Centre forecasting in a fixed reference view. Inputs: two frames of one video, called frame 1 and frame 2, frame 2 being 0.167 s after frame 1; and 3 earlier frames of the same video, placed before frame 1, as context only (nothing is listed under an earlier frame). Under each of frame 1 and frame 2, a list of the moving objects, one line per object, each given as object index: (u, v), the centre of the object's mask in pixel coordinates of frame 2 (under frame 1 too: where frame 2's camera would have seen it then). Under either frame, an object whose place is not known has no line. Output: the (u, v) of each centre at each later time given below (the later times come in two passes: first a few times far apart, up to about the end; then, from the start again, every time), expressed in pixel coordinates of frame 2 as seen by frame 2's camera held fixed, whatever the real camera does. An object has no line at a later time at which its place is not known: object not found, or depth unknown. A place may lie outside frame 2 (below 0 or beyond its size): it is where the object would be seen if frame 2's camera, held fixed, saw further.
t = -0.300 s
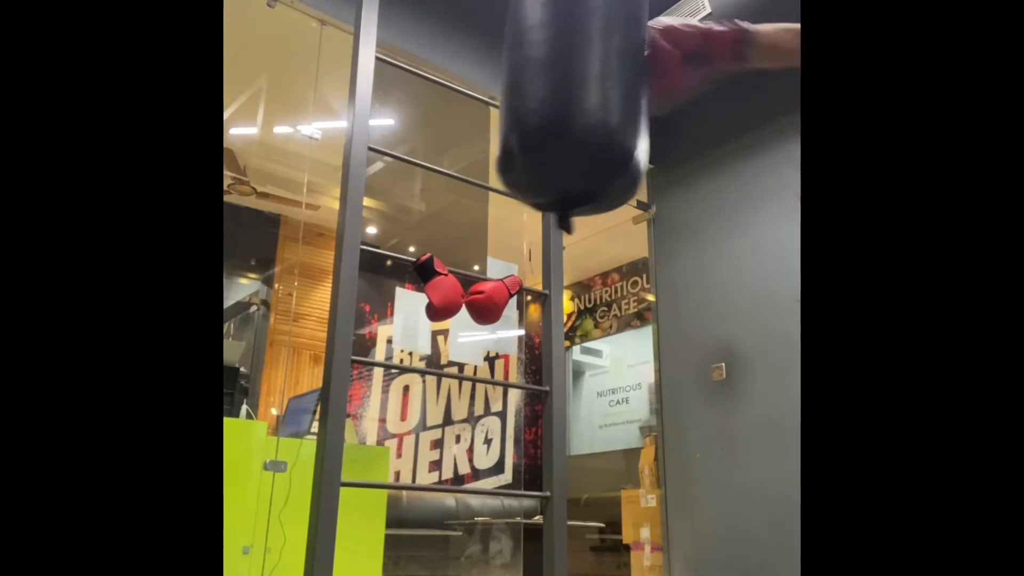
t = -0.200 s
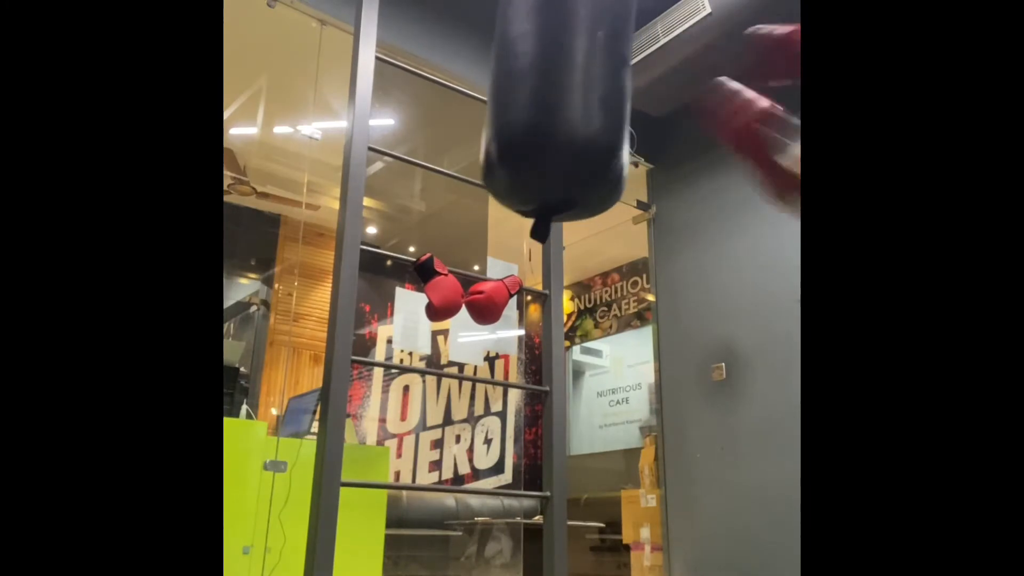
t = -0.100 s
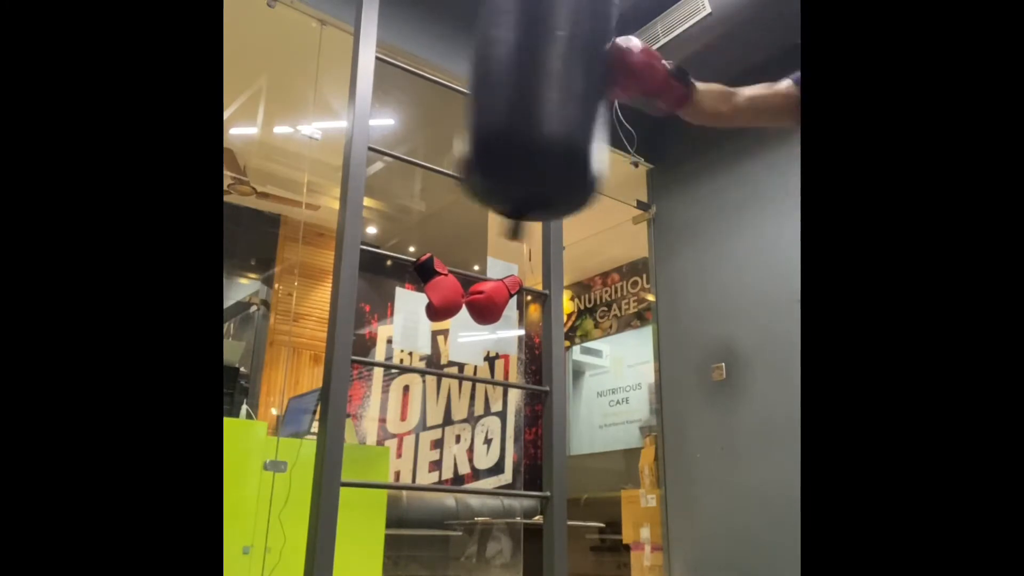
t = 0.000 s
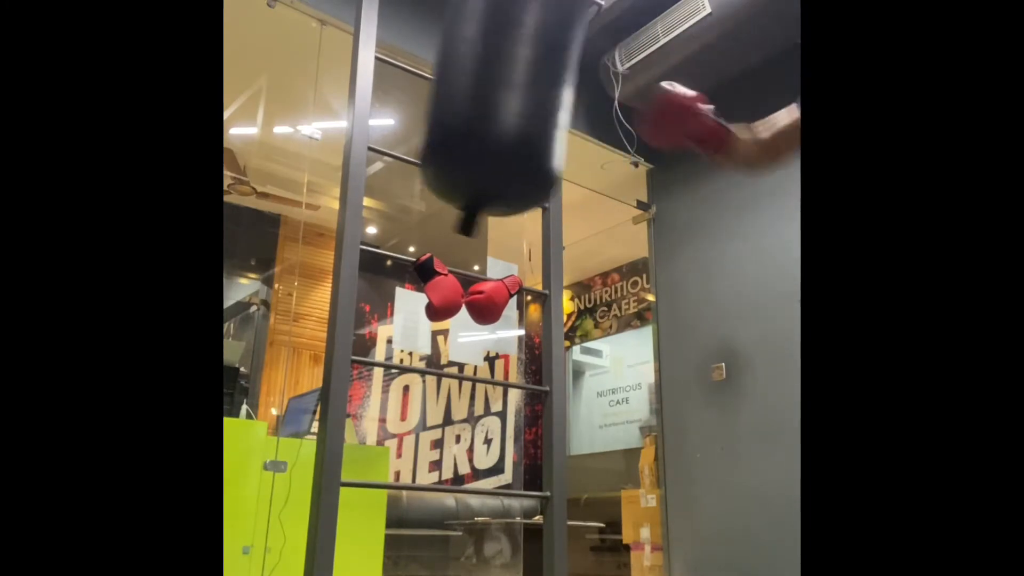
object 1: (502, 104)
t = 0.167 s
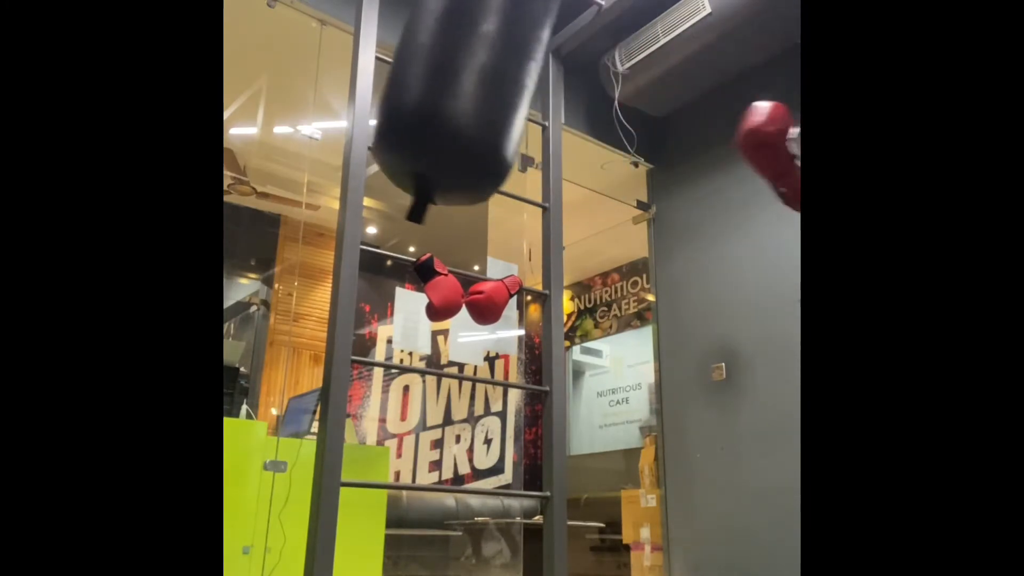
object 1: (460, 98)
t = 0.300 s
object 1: (449, 95)
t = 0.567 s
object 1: (493, 95)
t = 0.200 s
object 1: (455, 97)
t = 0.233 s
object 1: (452, 96)
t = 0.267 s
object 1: (450, 96)
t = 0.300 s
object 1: (449, 95)
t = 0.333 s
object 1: (449, 94)
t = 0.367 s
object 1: (451, 94)
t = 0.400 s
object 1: (455, 94)
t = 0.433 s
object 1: (459, 94)
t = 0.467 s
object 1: (466, 94)
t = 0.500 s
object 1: (474, 94)
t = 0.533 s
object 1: (483, 95)
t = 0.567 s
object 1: (493, 95)
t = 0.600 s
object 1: (504, 95)
